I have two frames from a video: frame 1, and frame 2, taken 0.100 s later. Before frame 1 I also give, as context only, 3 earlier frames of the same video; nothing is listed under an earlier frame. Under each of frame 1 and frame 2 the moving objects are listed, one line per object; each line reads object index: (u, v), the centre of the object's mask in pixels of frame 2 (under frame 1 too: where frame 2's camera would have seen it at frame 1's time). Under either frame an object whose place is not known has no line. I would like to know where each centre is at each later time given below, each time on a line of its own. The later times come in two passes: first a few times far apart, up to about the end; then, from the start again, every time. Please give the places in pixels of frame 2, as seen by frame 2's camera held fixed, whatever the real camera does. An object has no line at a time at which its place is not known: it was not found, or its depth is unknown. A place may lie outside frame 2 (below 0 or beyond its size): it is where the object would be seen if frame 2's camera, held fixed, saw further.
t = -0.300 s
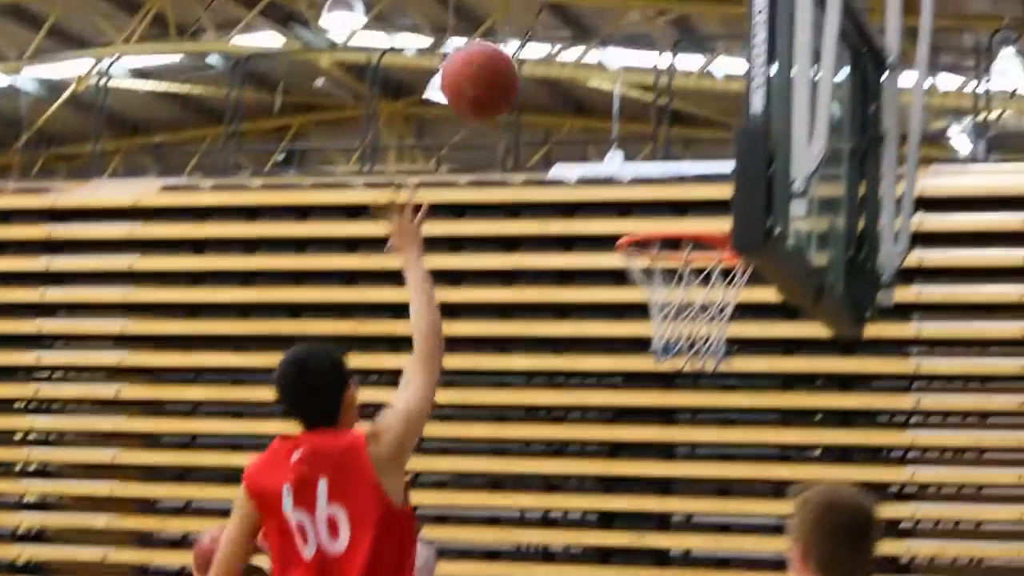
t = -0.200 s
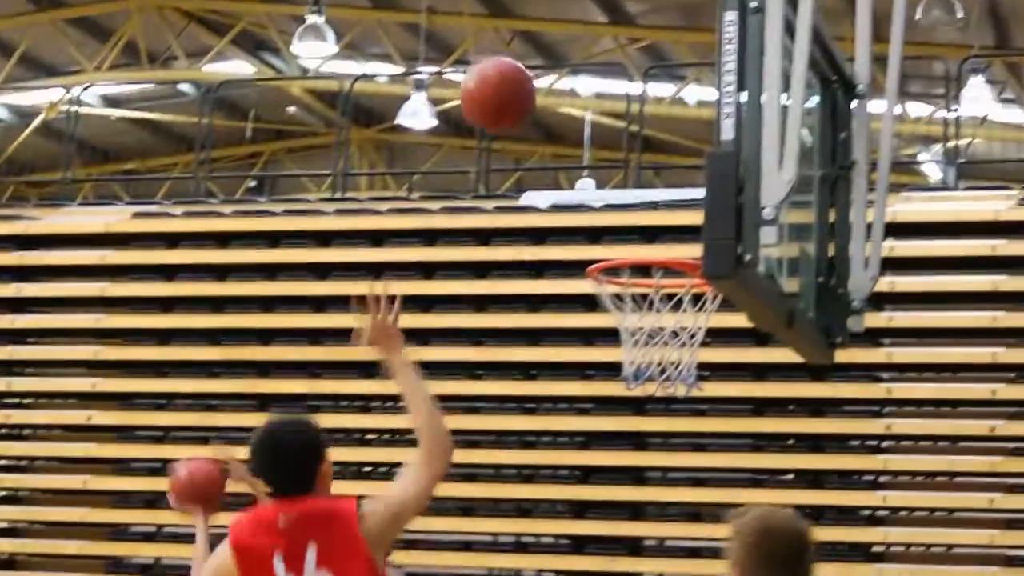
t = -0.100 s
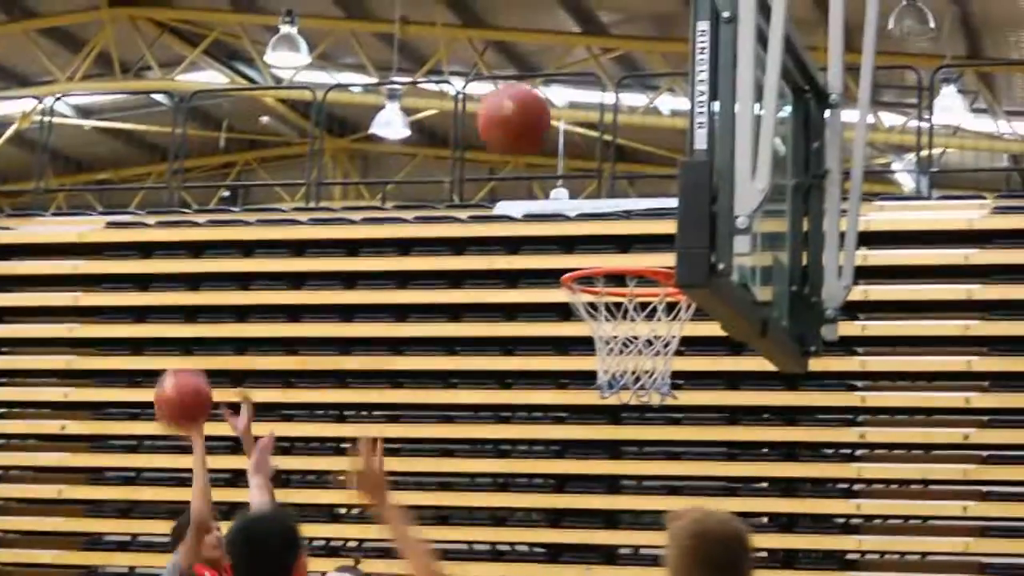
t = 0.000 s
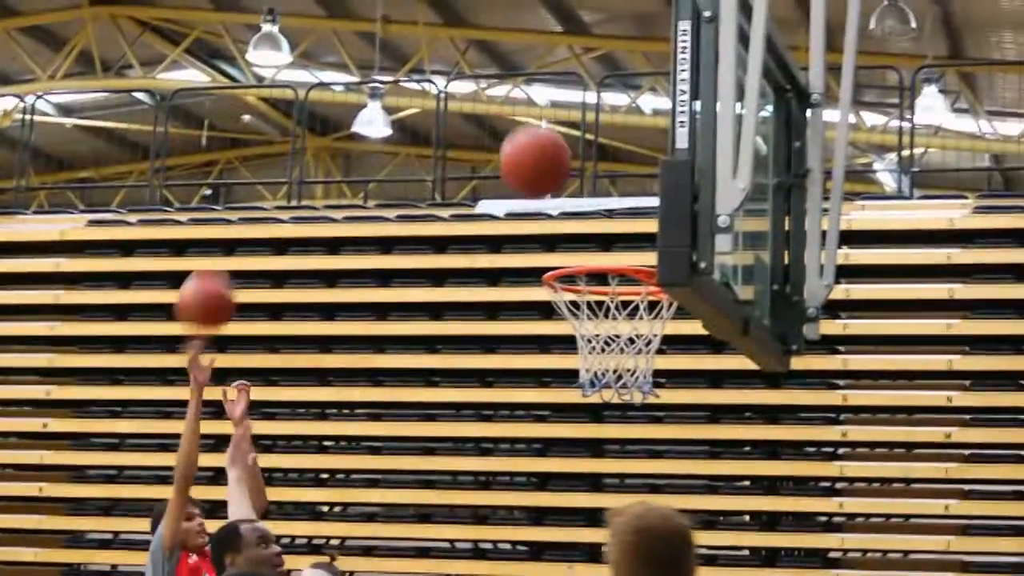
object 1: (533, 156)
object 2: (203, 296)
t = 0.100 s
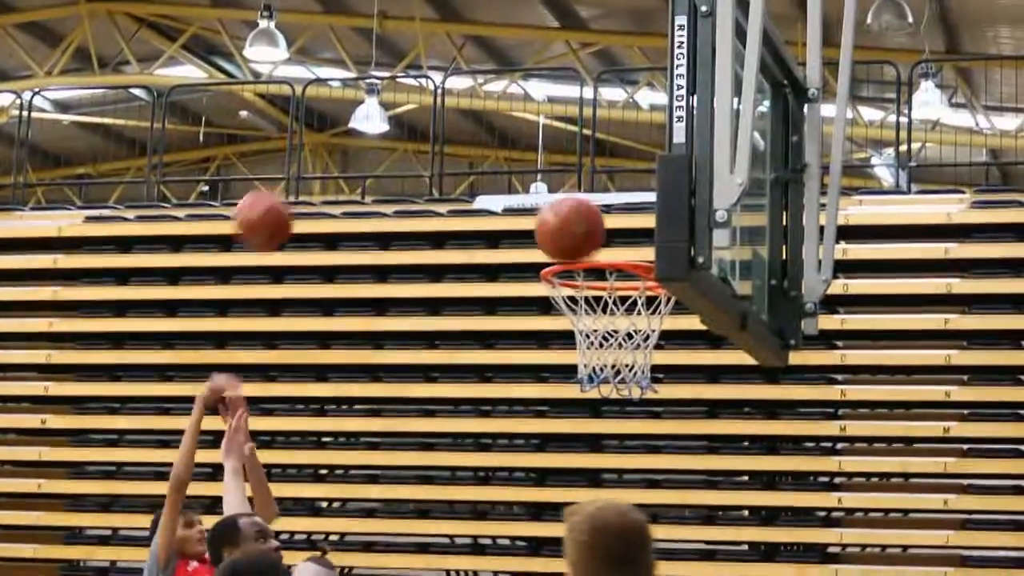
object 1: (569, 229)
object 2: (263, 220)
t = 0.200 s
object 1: (591, 229)
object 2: (324, 161)
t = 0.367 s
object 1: (620, 273)
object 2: (424, 119)
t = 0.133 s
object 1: (577, 229)
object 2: (283, 196)
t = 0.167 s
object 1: (584, 228)
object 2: (304, 177)
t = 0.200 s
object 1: (591, 229)
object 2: (324, 161)
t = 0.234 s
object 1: (598, 232)
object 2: (341, 149)
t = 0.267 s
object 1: (605, 235)
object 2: (361, 140)
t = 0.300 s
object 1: (612, 241)
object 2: (384, 130)
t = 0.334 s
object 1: (616, 265)
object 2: (406, 122)
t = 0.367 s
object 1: (620, 273)
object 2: (424, 119)
